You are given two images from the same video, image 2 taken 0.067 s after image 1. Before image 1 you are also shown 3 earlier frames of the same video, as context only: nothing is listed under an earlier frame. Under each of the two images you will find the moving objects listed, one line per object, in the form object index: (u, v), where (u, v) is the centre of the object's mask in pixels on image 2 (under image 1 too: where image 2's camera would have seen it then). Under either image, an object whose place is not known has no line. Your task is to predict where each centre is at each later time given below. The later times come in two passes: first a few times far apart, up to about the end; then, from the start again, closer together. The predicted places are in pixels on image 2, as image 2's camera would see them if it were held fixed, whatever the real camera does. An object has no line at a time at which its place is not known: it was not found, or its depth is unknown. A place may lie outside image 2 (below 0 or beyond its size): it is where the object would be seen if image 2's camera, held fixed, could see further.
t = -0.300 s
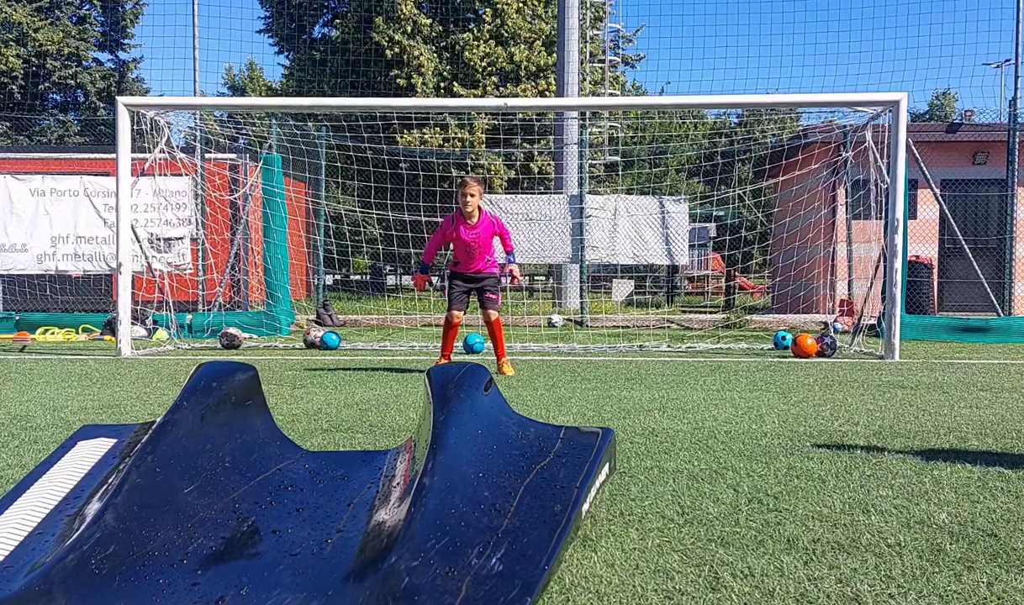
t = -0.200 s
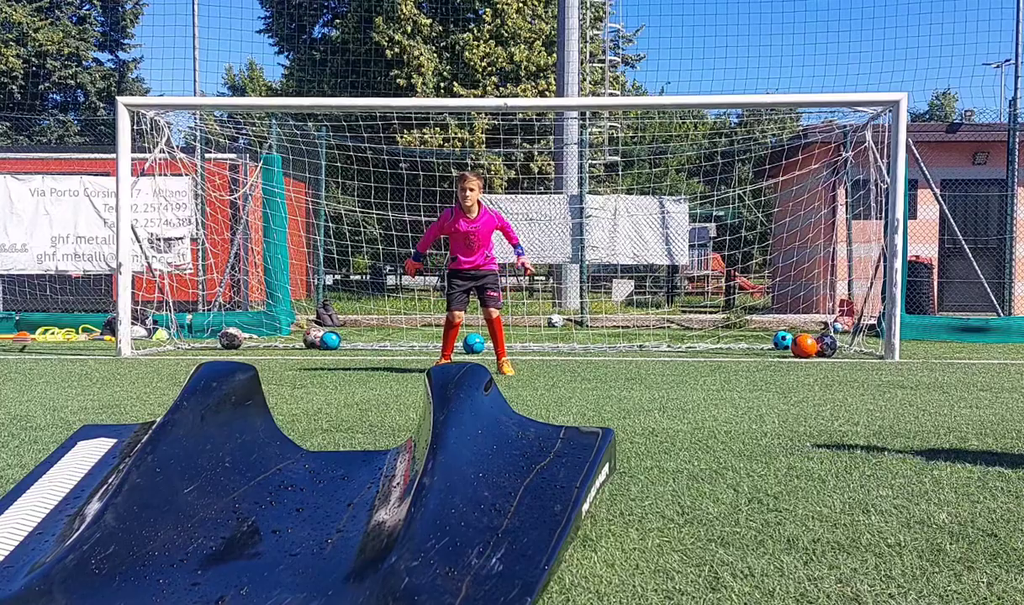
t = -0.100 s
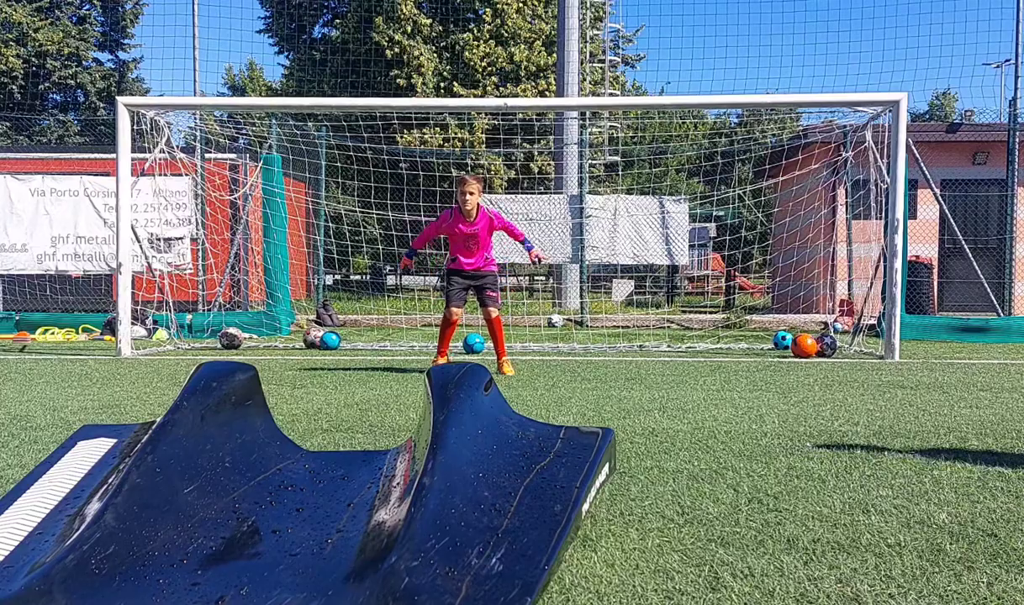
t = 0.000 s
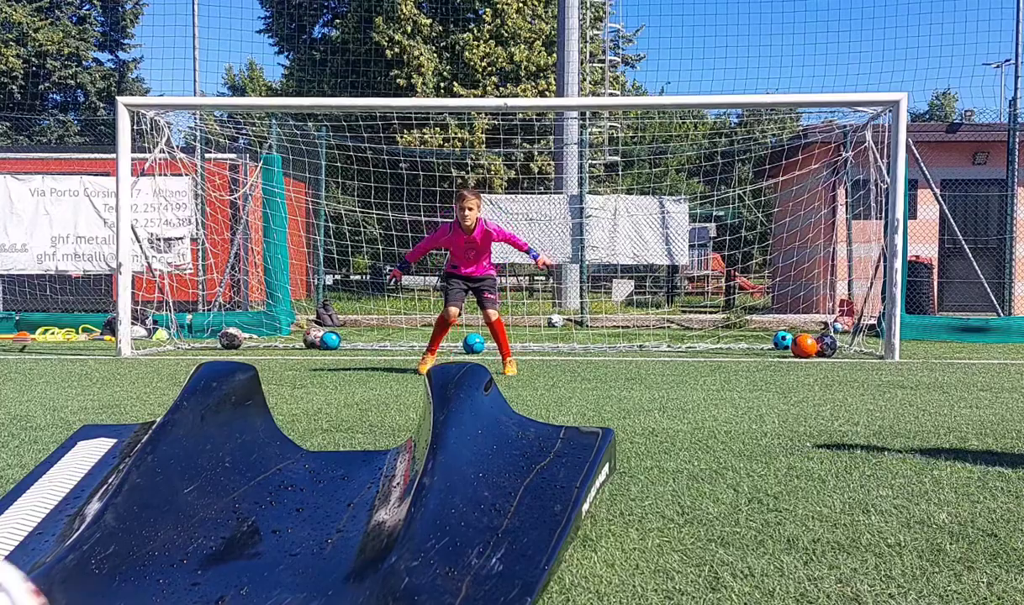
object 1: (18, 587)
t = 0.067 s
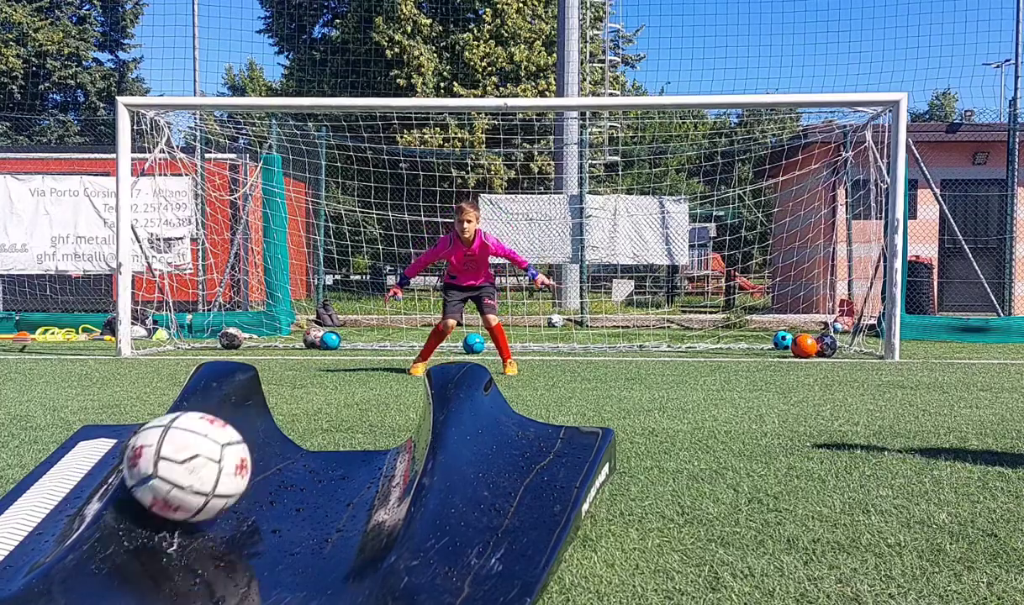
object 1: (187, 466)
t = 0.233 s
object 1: (491, 208)
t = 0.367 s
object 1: (603, 162)
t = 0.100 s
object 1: (262, 383)
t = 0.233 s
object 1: (491, 208)
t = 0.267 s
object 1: (526, 190)
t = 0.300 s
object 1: (556, 177)
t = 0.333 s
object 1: (580, 168)
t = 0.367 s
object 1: (603, 162)
